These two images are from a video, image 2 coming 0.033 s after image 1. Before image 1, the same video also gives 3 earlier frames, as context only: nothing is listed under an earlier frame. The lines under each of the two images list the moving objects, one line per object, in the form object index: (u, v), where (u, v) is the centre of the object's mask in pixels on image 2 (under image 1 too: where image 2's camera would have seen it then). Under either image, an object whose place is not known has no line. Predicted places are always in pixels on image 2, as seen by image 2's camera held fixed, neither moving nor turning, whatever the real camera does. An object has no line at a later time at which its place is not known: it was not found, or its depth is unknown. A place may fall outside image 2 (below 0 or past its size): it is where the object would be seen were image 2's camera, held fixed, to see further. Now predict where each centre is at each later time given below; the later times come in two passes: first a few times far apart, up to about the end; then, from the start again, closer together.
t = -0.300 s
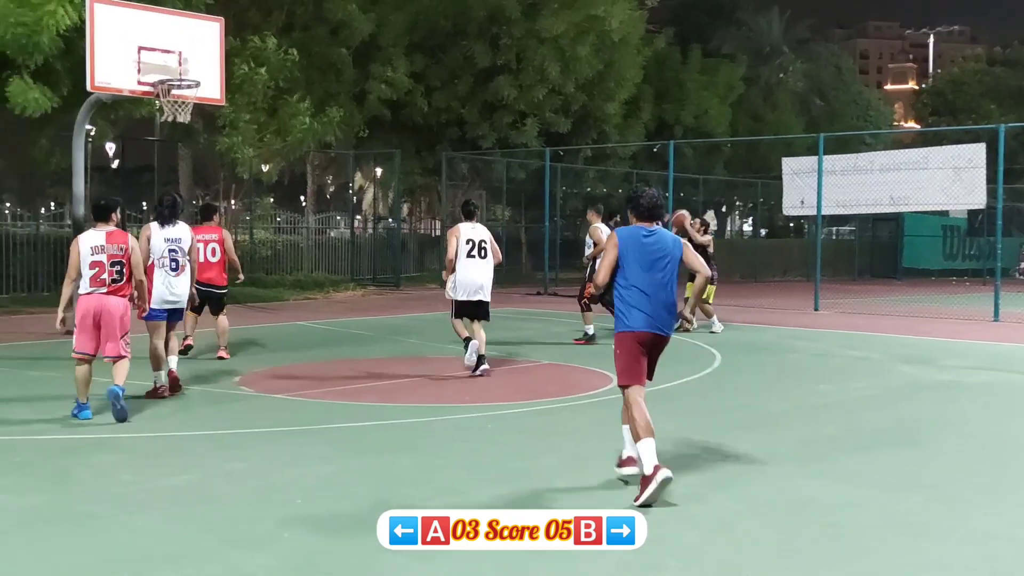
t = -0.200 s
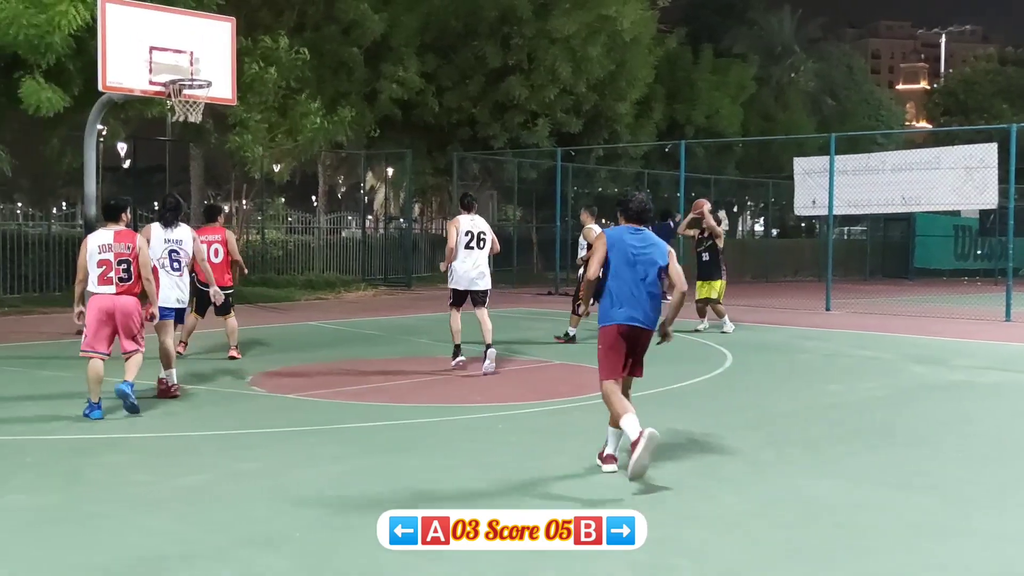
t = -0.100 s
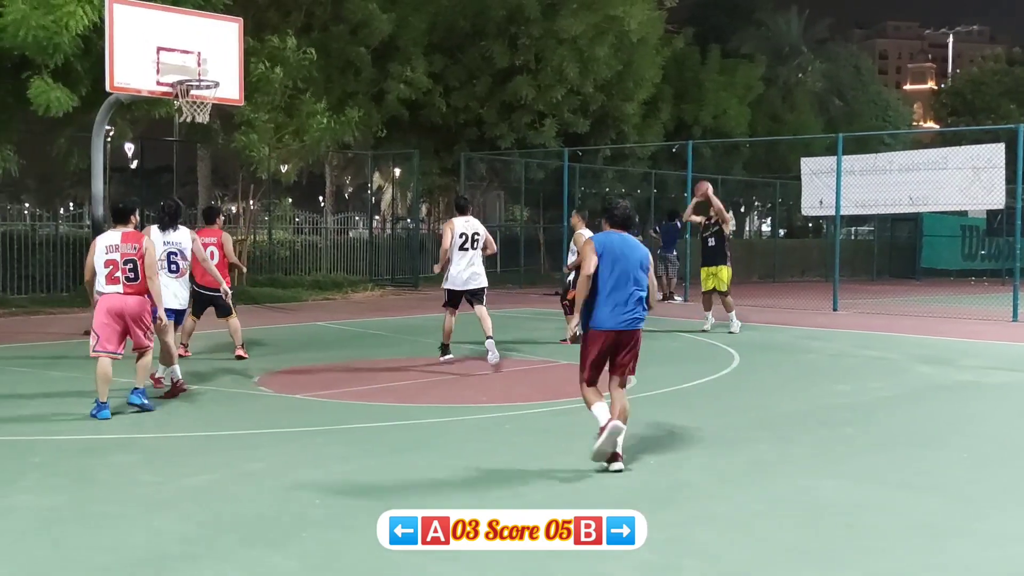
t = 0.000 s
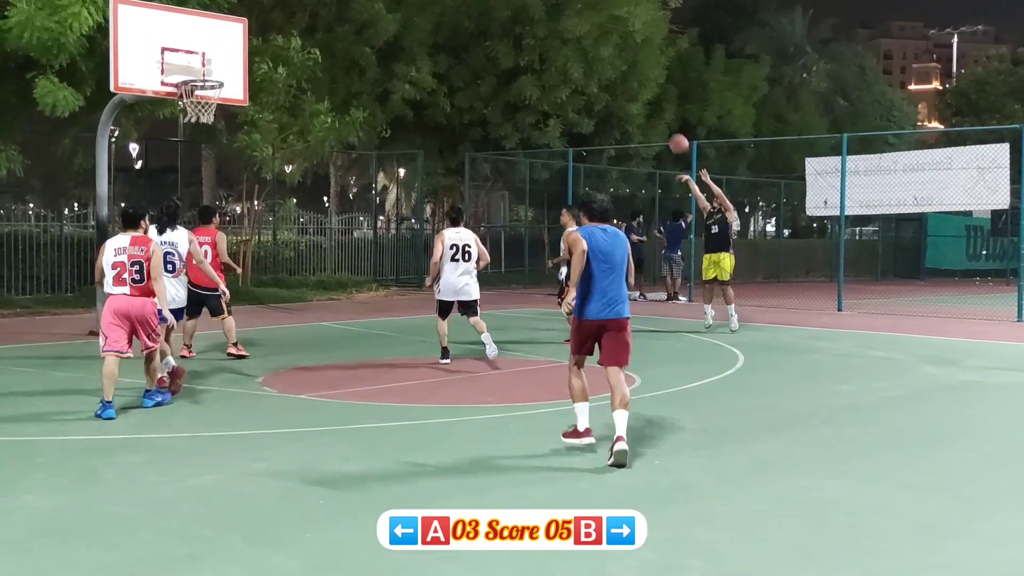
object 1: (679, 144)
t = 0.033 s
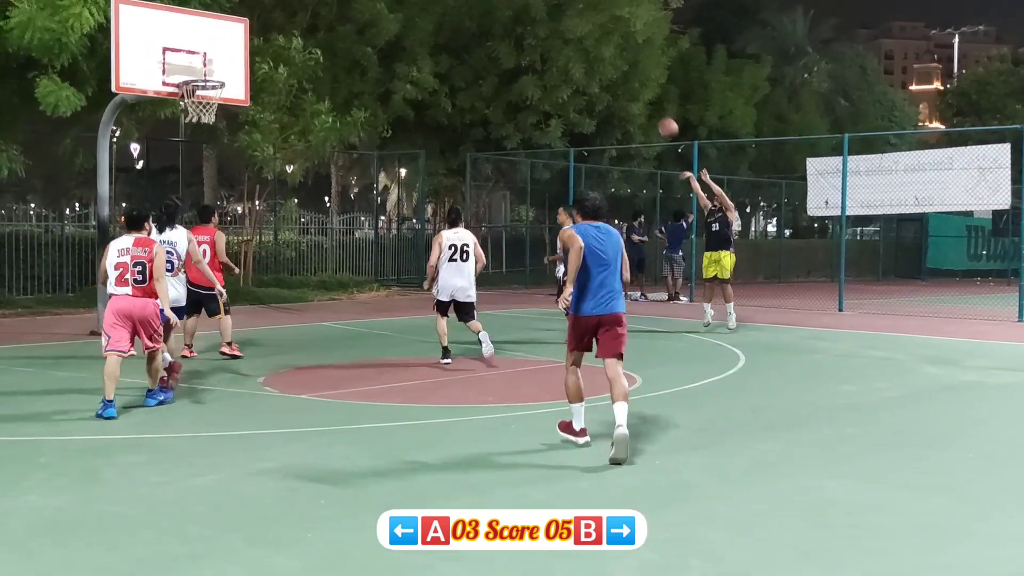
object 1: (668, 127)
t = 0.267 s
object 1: (585, 35)
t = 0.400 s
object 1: (535, 3)
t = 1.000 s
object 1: (285, 6)
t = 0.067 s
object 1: (657, 112)
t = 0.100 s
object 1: (645, 98)
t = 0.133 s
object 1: (633, 84)
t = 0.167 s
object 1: (621, 70)
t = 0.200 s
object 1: (609, 57)
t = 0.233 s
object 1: (596, 45)
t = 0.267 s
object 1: (585, 35)
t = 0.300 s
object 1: (572, 25)
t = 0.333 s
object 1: (559, 15)
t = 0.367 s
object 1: (546, 8)
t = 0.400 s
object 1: (535, 3)
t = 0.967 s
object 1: (301, 1)
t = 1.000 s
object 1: (285, 6)
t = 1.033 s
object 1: (270, 14)
